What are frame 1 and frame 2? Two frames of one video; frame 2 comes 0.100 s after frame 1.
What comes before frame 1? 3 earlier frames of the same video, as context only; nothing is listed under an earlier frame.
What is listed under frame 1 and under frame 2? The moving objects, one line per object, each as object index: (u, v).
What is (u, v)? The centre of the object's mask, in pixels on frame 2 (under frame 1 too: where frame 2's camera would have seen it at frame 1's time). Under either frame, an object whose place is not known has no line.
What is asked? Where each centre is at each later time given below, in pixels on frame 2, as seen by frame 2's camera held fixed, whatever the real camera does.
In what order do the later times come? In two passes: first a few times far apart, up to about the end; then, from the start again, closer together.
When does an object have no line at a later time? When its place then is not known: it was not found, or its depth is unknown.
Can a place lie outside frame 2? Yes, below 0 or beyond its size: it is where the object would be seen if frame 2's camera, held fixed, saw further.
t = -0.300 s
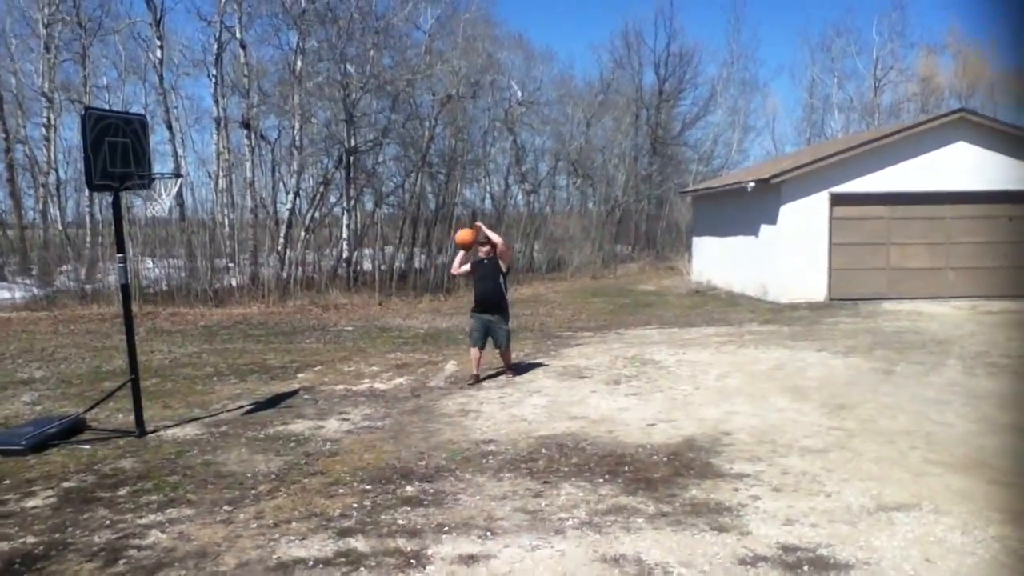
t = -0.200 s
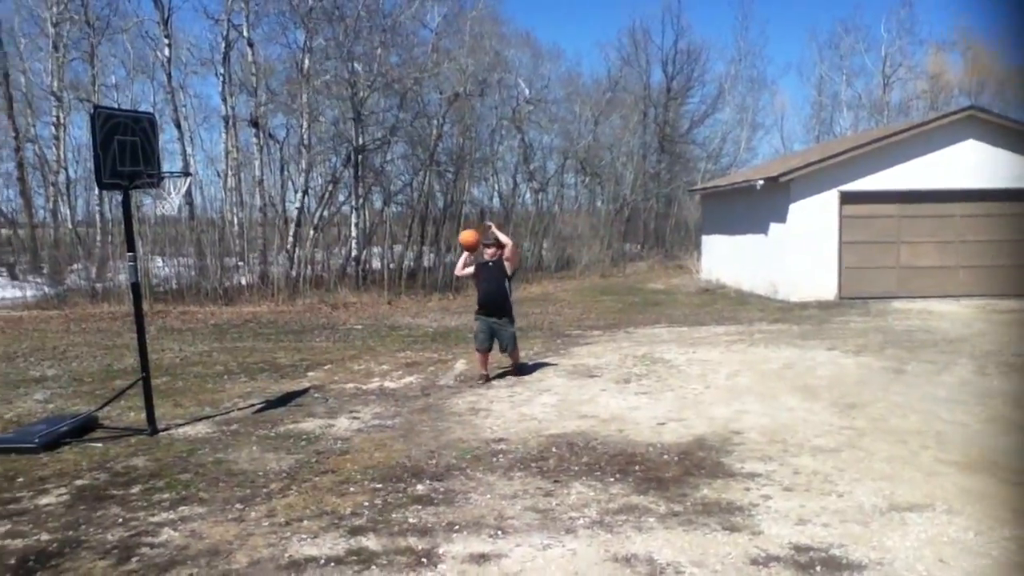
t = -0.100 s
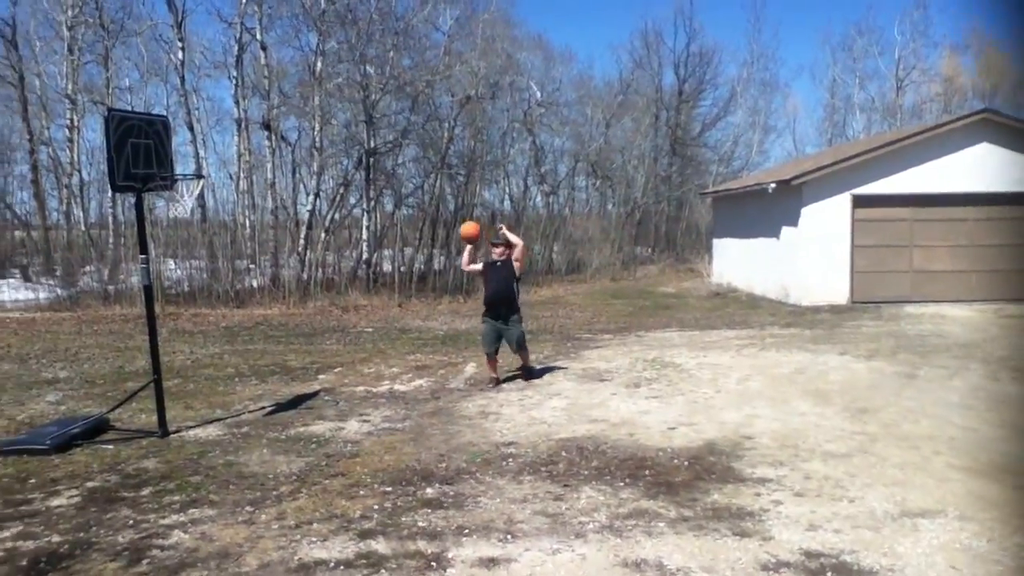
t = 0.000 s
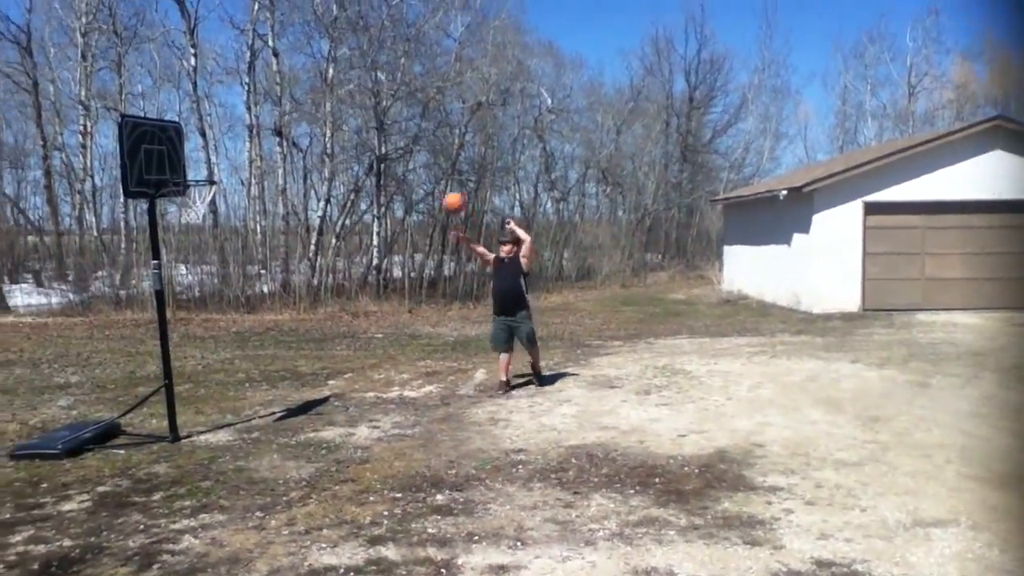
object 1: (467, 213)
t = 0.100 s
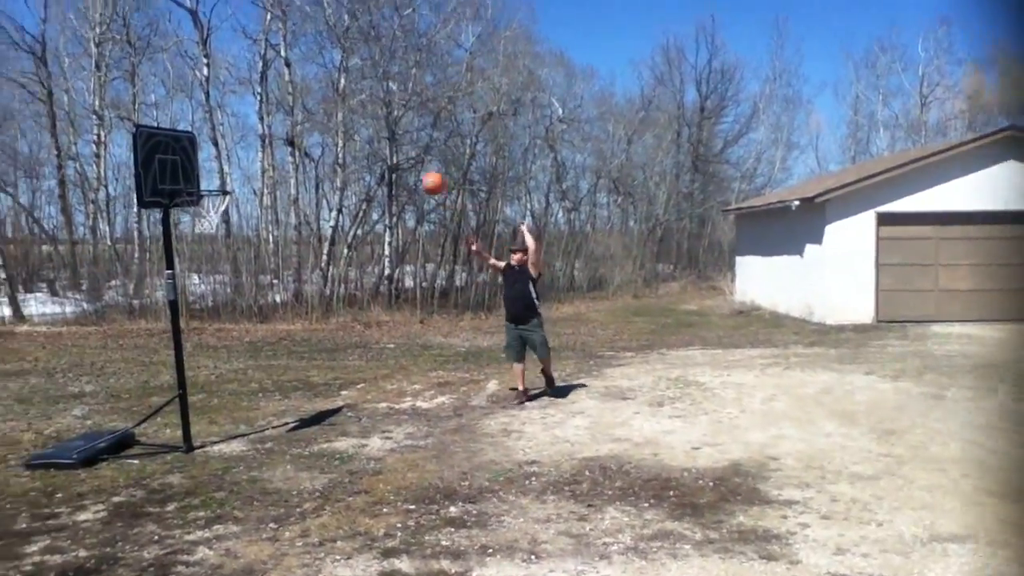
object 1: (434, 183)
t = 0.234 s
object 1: (387, 155)
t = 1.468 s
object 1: (191, 395)
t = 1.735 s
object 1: (175, 399)
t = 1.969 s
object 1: (153, 365)
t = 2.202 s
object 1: (136, 402)
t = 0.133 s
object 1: (421, 174)
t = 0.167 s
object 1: (409, 166)
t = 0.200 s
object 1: (398, 159)
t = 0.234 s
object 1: (387, 155)
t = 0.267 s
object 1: (374, 148)
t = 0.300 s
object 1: (361, 145)
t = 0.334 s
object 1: (347, 143)
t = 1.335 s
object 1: (185, 305)
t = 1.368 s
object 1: (186, 325)
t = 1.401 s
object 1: (188, 347)
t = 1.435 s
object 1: (188, 371)
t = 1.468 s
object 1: (191, 395)
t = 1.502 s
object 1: (191, 423)
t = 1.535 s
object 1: (192, 452)
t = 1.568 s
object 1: (191, 462)
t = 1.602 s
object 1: (187, 446)
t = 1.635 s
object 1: (185, 433)
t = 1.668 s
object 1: (182, 420)
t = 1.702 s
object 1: (178, 409)
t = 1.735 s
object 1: (175, 399)
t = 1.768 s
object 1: (173, 390)
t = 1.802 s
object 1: (170, 383)
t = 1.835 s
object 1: (166, 377)
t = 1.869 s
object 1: (162, 372)
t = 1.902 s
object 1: (159, 367)
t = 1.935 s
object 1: (156, 365)
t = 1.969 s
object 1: (153, 365)
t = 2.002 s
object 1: (151, 366)
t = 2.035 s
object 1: (149, 368)
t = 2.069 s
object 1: (146, 372)
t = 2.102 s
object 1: (143, 377)
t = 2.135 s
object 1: (141, 383)
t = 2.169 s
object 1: (139, 392)
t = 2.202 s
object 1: (136, 402)
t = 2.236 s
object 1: (134, 413)
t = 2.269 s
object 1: (131, 426)
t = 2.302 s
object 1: (129, 441)
